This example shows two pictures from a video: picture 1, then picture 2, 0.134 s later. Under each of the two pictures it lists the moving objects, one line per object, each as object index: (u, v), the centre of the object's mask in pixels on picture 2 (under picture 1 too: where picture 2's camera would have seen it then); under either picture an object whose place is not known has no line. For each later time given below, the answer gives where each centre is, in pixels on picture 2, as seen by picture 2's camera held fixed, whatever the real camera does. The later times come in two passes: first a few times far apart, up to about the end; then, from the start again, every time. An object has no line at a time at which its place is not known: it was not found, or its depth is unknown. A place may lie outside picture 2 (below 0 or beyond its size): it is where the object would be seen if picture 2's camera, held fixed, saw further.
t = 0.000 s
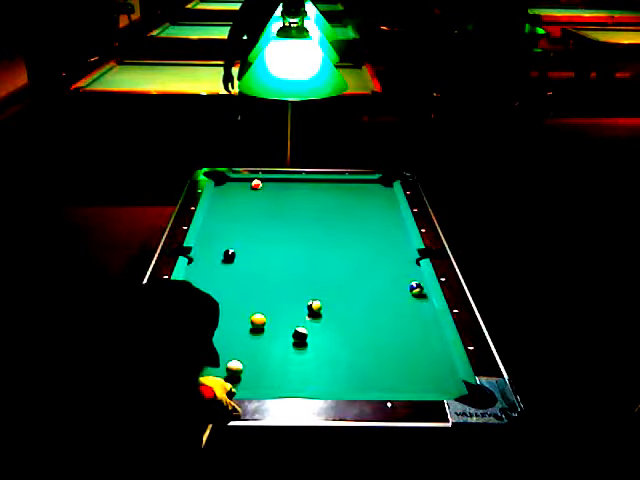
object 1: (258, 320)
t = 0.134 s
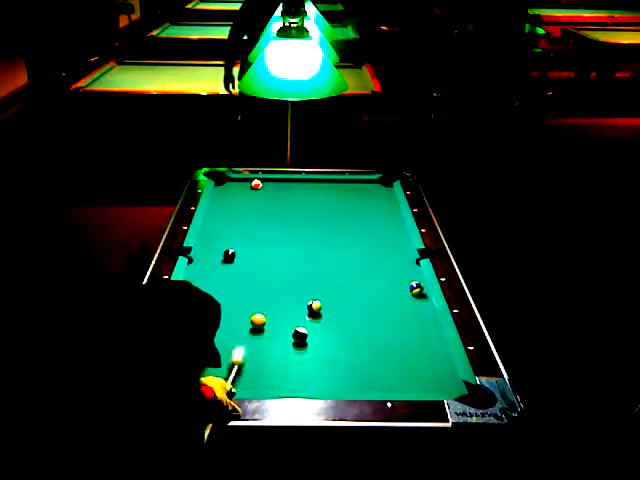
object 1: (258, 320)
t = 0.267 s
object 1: (273, 308)
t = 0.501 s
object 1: (323, 272)
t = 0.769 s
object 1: (364, 243)
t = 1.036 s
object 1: (397, 219)
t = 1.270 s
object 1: (380, 204)
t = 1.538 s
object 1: (360, 190)
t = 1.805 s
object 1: (344, 182)
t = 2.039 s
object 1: (330, 188)
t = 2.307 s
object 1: (315, 194)
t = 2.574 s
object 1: (300, 201)
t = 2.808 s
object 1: (287, 207)
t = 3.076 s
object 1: (272, 213)
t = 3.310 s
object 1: (261, 217)
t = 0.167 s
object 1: (258, 320)
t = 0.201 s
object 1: (258, 319)
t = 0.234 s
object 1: (262, 315)
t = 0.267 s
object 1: (273, 308)
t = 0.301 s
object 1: (282, 301)
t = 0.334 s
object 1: (290, 295)
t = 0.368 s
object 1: (298, 290)
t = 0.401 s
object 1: (305, 285)
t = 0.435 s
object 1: (311, 281)
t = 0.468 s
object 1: (317, 276)
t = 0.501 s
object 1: (323, 272)
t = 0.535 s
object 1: (328, 269)
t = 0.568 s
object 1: (333, 264)
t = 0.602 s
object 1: (339, 261)
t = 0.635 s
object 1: (344, 257)
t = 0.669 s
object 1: (349, 254)
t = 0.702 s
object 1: (354, 250)
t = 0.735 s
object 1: (359, 246)
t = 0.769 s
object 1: (364, 243)
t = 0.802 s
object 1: (368, 240)
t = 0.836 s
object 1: (372, 237)
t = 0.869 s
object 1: (376, 233)
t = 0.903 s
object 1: (381, 230)
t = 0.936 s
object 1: (385, 227)
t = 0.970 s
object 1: (390, 224)
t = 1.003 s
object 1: (394, 221)
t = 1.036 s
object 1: (397, 219)
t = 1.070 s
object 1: (396, 216)
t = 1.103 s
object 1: (393, 214)
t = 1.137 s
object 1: (390, 212)
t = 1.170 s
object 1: (388, 210)
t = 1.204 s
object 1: (385, 208)
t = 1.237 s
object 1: (382, 206)
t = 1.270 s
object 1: (380, 204)
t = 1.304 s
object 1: (377, 202)
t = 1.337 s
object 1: (375, 201)
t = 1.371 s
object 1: (372, 199)
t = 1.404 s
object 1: (370, 198)
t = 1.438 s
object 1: (368, 195)
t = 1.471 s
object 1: (365, 194)
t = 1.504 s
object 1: (363, 192)
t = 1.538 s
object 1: (360, 190)
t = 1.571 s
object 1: (358, 189)
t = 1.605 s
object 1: (356, 188)
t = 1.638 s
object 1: (354, 186)
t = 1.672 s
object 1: (352, 185)
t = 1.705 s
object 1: (350, 183)
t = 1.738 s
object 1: (348, 181)
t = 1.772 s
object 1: (346, 181)
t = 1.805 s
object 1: (344, 182)
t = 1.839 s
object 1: (342, 183)
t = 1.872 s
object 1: (340, 184)
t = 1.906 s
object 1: (338, 184)
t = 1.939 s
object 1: (336, 185)
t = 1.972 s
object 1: (334, 186)
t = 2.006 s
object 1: (332, 187)
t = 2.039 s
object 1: (330, 188)
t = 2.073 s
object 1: (329, 188)
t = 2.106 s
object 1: (326, 189)
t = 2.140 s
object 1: (325, 190)
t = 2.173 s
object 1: (323, 191)
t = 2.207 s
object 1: (321, 191)
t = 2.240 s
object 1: (319, 192)
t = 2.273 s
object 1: (317, 193)
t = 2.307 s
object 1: (315, 194)
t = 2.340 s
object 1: (313, 195)
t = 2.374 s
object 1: (311, 196)
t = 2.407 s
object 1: (310, 197)
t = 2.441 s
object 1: (308, 198)
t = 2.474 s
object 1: (306, 198)
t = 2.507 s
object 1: (304, 199)
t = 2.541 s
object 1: (302, 200)
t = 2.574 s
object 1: (300, 201)
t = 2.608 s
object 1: (298, 202)
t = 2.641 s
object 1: (296, 203)
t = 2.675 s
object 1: (294, 203)
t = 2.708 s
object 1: (293, 204)
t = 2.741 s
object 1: (291, 205)
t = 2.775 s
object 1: (289, 206)
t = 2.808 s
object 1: (287, 207)
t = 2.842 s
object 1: (285, 207)
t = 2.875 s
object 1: (283, 208)
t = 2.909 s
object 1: (281, 209)
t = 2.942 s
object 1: (279, 210)
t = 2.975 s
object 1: (277, 211)
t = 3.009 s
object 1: (275, 212)
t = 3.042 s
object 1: (273, 213)
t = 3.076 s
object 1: (272, 213)
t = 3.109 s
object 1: (270, 214)
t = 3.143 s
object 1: (268, 215)
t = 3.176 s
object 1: (266, 216)
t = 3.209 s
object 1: (264, 217)
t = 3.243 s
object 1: (262, 218)
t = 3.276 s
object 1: (261, 218)
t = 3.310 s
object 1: (261, 217)
